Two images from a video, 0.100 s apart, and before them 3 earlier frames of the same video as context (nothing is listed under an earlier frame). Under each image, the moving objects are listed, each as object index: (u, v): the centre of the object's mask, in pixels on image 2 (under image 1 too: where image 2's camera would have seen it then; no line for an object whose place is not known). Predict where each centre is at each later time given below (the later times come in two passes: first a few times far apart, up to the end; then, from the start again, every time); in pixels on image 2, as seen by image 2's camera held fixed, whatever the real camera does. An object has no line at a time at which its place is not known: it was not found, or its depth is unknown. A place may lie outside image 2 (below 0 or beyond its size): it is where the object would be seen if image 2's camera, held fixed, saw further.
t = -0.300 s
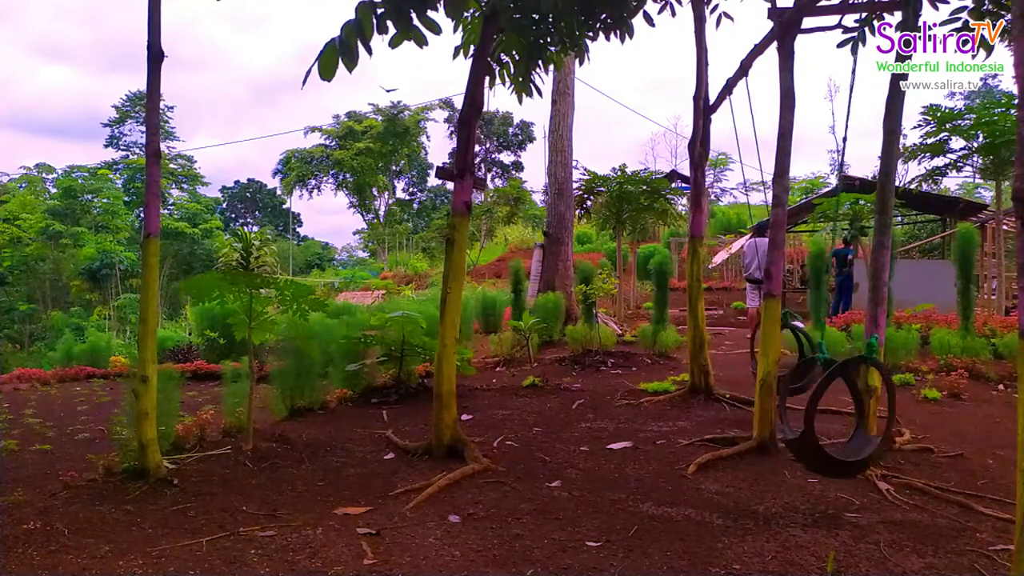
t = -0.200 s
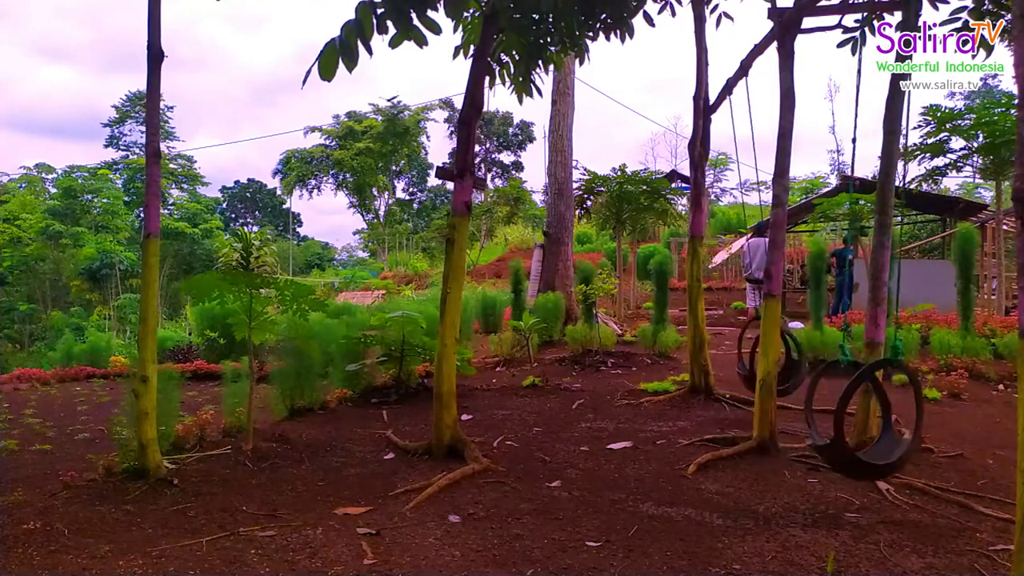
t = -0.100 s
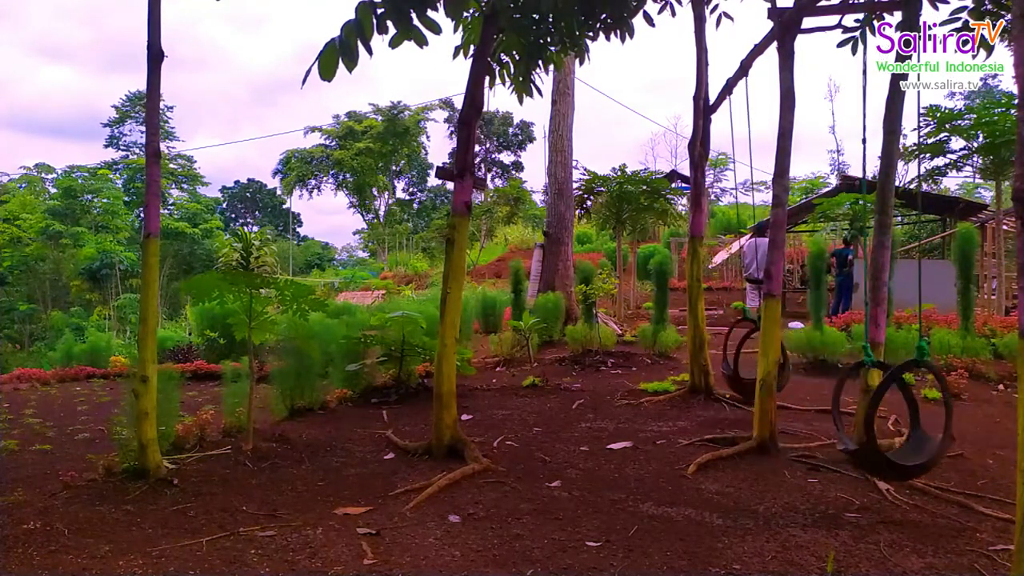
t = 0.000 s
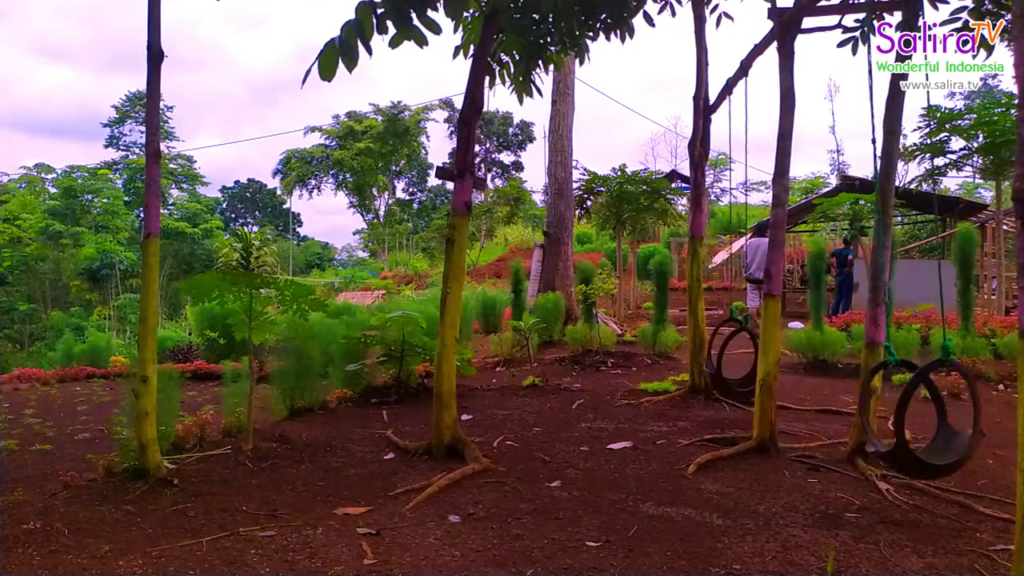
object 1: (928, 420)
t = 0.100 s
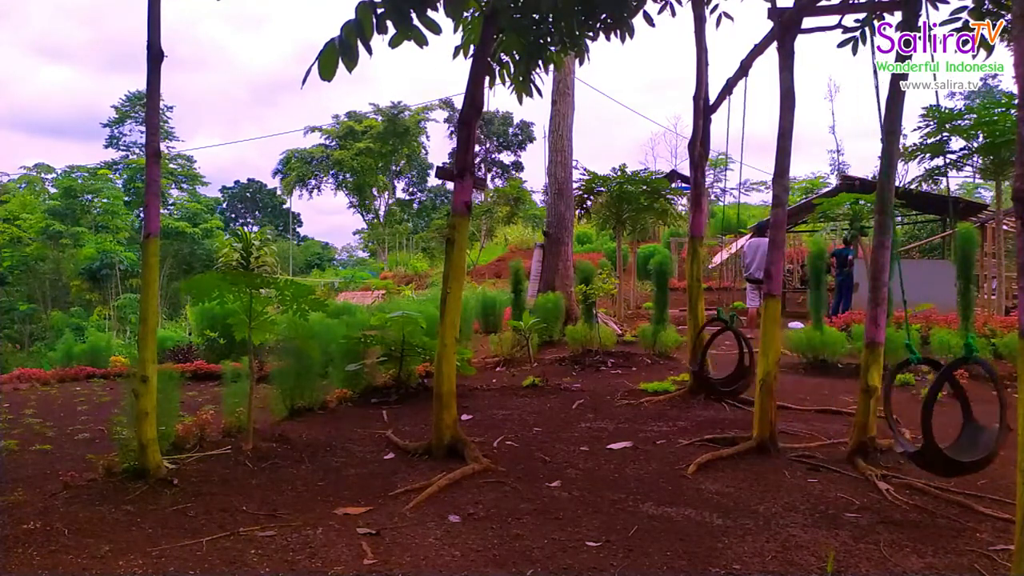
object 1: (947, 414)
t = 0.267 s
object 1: (975, 415)
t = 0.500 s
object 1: (979, 398)
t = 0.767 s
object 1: (979, 401)
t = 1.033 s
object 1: (952, 411)
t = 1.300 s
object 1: (890, 419)
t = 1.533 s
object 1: (829, 414)
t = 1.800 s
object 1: (781, 404)
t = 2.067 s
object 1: (768, 400)
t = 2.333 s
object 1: (799, 408)
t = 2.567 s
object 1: (856, 418)
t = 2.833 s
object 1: (920, 417)
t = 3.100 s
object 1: (965, 409)
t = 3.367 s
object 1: (986, 405)
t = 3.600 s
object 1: (974, 404)
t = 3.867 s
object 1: (947, 412)
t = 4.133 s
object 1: (889, 419)
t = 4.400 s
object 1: (816, 416)
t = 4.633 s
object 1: (784, 405)
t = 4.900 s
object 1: (774, 402)
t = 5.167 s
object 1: (807, 411)
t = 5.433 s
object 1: (863, 416)
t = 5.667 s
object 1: (928, 418)
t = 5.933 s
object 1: (963, 410)
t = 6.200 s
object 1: (978, 402)
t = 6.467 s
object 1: (969, 407)
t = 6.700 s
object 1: (944, 414)
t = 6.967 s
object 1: (886, 420)
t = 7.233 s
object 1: (821, 413)
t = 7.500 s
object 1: (782, 405)
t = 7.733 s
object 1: (779, 404)
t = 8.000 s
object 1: (812, 412)
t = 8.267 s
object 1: (872, 419)
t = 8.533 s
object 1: (931, 414)
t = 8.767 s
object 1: (972, 414)
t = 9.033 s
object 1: (984, 409)
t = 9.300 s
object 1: (975, 415)
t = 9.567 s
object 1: (933, 415)
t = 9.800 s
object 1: (882, 420)
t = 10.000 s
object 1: (834, 416)
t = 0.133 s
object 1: (954, 413)
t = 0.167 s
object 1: (968, 415)
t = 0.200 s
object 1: (959, 413)
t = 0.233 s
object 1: (971, 417)
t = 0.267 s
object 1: (975, 415)
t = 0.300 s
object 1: (979, 413)
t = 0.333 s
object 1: (974, 406)
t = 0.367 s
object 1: (977, 404)
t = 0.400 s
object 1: (979, 402)
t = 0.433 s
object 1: (977, 400)
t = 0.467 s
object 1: (984, 405)
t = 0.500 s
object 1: (979, 398)
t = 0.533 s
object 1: (980, 397)
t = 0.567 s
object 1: (980, 397)
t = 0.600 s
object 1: (980, 397)
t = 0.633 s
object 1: (980, 397)
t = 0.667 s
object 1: (979, 398)
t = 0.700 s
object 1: (984, 404)
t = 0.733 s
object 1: (976, 399)
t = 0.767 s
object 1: (979, 401)
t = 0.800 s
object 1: (976, 403)
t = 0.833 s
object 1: (981, 409)
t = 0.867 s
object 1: (978, 411)
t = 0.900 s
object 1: (974, 413)
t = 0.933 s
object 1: (970, 414)
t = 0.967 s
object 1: (966, 415)
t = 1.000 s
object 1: (966, 412)
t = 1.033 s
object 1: (952, 411)
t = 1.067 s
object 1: (945, 412)
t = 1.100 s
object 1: (937, 413)
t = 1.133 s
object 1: (929, 414)
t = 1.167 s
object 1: (929, 420)
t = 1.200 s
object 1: (917, 419)
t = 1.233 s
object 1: (908, 419)
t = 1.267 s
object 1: (899, 419)
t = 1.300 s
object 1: (890, 419)
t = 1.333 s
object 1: (881, 419)
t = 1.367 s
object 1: (872, 418)
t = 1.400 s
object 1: (863, 418)
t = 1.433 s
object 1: (854, 417)
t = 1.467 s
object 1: (845, 417)
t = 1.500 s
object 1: (833, 413)
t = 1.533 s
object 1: (829, 414)
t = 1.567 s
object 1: (821, 413)
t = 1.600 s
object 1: (815, 412)
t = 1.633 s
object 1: (807, 410)
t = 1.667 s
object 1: (801, 409)
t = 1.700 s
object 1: (795, 408)
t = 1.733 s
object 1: (790, 406)
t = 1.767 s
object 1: (785, 405)
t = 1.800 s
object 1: (781, 404)
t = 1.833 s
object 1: (777, 403)
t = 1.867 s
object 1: (775, 402)
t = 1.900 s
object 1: (773, 402)
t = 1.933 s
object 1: (768, 400)
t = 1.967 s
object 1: (767, 400)
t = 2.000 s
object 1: (767, 400)
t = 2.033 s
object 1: (767, 400)
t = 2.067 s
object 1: (768, 400)
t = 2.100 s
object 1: (772, 402)
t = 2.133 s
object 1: (774, 403)
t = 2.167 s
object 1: (777, 404)
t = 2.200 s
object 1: (781, 405)
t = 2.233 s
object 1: (785, 406)
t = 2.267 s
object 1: (790, 407)
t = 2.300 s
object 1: (796, 409)
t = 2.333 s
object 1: (799, 408)
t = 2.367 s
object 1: (808, 411)
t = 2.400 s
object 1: (816, 413)
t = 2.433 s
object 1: (819, 412)
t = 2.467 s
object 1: (831, 415)
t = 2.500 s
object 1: (838, 415)
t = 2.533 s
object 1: (847, 417)
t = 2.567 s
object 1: (856, 418)
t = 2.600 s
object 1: (864, 419)
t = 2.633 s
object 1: (874, 419)
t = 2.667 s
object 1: (883, 420)
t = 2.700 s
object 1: (892, 420)
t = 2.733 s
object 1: (901, 420)
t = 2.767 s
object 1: (904, 417)
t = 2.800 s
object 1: (918, 420)
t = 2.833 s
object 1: (920, 417)
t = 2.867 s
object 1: (929, 415)
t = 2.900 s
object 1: (937, 414)
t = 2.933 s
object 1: (944, 413)
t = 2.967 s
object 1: (951, 412)
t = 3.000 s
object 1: (958, 411)
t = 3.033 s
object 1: (965, 417)
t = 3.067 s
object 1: (961, 411)
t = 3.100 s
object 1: (965, 409)
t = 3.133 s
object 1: (976, 413)
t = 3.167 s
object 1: (979, 411)
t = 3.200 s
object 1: (981, 410)
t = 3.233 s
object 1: (976, 403)
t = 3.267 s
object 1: (977, 402)
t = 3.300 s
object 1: (978, 401)
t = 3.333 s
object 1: (979, 400)
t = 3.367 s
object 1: (986, 405)
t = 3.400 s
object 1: (986, 405)
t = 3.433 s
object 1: (986, 405)
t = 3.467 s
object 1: (986, 405)
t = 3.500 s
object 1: (978, 400)
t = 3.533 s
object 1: (977, 402)
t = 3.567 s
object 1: (983, 408)
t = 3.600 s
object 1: (974, 404)
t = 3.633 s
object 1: (979, 411)
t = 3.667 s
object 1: (977, 412)
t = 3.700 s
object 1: (974, 413)
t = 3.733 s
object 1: (970, 415)
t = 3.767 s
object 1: (966, 416)
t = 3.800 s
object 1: (967, 412)
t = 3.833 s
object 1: (962, 414)
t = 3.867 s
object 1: (947, 412)
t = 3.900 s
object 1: (940, 413)
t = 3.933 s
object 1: (933, 414)
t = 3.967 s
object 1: (925, 415)
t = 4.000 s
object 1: (923, 419)
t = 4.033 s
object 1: (914, 419)
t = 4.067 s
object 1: (906, 419)
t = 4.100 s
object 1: (897, 419)
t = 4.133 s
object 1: (889, 419)
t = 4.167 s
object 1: (880, 419)
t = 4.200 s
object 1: (871, 419)
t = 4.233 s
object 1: (862, 418)
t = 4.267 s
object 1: (854, 417)
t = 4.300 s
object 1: (845, 417)
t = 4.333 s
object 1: (837, 416)
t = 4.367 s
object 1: (830, 415)
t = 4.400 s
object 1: (816, 416)
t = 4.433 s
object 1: (812, 411)
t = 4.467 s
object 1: (810, 411)
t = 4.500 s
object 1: (800, 408)
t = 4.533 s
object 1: (797, 409)
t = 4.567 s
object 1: (793, 407)
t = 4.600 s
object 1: (788, 406)
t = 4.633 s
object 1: (784, 405)
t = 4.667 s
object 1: (781, 404)
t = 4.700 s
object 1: (778, 404)
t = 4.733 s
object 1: (776, 403)
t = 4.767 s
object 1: (773, 401)
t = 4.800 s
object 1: (773, 401)
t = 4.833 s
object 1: (772, 401)
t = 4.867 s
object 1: (773, 401)
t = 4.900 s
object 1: (774, 402)
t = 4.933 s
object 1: (776, 402)
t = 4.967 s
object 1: (778, 403)
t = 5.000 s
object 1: (781, 404)
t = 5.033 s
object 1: (785, 405)
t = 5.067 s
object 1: (789, 406)
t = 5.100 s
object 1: (796, 408)
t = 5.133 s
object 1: (802, 410)
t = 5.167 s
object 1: (807, 411)
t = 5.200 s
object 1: (814, 412)
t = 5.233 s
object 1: (814, 415)
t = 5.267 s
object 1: (827, 414)
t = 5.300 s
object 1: (835, 416)
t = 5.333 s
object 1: (838, 414)
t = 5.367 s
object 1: (846, 415)
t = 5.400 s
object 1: (855, 415)
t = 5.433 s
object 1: (863, 416)
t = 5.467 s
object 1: (871, 416)
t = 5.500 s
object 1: (880, 416)
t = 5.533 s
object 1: (894, 420)
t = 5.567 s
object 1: (897, 416)
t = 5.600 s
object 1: (905, 416)
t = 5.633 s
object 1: (919, 419)
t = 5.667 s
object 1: (928, 418)
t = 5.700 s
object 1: (929, 415)
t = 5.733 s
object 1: (936, 413)
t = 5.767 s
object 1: (943, 412)
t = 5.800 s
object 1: (950, 411)
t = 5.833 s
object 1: (956, 410)
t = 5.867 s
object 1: (956, 412)
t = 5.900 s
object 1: (967, 416)
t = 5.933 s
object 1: (963, 410)
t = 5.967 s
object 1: (974, 413)
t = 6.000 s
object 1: (977, 411)
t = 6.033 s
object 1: (972, 405)
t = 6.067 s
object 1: (981, 409)
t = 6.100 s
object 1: (975, 403)
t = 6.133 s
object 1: (976, 403)
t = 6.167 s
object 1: (977, 402)
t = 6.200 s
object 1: (978, 402)
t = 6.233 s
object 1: (978, 401)
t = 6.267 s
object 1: (978, 402)
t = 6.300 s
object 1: (977, 402)
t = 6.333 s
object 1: (977, 403)
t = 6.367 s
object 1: (975, 404)
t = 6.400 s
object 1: (973, 405)
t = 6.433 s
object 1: (979, 412)
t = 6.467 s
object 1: (969, 407)
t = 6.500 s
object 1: (967, 409)
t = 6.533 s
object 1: (971, 415)
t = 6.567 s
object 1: (968, 416)
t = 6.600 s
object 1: (964, 417)
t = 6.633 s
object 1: (965, 414)
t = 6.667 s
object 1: (958, 416)
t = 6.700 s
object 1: (944, 414)
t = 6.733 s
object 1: (937, 414)
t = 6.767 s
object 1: (930, 415)
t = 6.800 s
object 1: (928, 419)
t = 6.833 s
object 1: (919, 419)
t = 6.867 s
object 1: (905, 417)
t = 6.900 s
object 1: (897, 417)
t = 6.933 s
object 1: (894, 420)
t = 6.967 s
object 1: (886, 420)
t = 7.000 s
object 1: (877, 420)
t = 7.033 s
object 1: (869, 419)
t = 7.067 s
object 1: (860, 419)
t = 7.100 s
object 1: (852, 418)
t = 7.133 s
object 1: (844, 417)
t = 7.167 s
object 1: (836, 416)
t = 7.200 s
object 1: (829, 415)
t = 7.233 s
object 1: (821, 413)
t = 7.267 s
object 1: (815, 412)
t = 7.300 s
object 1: (809, 412)
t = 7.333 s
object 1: (803, 410)
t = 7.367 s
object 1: (797, 409)
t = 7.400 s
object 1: (793, 408)
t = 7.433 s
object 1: (789, 406)
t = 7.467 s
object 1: (783, 404)
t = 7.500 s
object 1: (782, 405)
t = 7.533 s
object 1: (780, 404)
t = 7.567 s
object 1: (779, 404)
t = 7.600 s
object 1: (778, 404)
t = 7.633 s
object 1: (777, 404)
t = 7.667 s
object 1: (777, 403)
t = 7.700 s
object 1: (778, 404)
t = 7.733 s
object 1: (779, 404)
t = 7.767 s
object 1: (778, 403)
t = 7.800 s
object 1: (781, 403)
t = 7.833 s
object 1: (787, 406)
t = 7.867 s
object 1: (790, 407)
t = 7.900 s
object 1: (795, 408)
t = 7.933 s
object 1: (800, 409)
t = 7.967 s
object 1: (806, 410)
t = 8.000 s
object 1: (812, 412)
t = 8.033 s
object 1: (817, 413)
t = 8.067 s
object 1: (824, 414)
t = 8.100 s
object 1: (828, 412)
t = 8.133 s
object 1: (839, 415)
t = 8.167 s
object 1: (847, 416)
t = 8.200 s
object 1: (856, 417)
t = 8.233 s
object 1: (863, 418)
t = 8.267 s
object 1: (872, 419)
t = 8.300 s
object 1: (880, 419)
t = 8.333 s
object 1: (883, 416)
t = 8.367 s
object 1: (897, 419)
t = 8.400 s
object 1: (905, 419)
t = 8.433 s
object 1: (913, 419)
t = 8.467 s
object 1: (922, 419)
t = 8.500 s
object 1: (923, 415)
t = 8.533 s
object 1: (931, 414)
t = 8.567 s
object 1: (938, 413)
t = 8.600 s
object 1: (952, 415)
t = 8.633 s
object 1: (959, 414)
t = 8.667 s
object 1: (958, 410)
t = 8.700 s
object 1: (957, 412)
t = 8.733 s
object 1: (968, 415)
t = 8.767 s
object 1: (972, 414)
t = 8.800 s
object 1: (975, 413)
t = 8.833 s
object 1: (978, 412)
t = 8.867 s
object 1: (979, 411)
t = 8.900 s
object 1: (981, 410)
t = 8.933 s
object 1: (975, 404)
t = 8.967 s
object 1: (984, 409)
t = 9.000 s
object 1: (984, 409)
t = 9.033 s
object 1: (984, 409)
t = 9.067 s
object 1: (984, 409)
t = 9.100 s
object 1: (984, 409)
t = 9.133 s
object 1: (984, 409)
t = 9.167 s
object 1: (982, 411)
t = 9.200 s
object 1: (981, 412)
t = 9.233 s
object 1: (979, 413)
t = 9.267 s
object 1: (970, 408)
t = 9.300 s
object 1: (975, 415)
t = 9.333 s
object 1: (972, 416)
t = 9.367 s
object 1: (969, 417)
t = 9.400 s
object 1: (957, 414)
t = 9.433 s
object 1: (967, 415)
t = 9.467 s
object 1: (961, 416)
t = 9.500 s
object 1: (955, 416)
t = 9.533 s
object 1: (940, 414)
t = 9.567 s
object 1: (933, 415)
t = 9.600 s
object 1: (926, 416)
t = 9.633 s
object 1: (923, 420)
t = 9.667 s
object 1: (915, 421)
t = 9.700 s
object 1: (900, 417)
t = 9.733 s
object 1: (892, 417)
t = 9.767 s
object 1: (884, 417)
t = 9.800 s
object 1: (882, 420)
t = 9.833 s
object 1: (873, 419)
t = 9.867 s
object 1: (865, 419)
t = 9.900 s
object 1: (856, 418)
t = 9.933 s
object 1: (848, 417)
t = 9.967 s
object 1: (841, 417)
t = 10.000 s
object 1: (834, 416)
